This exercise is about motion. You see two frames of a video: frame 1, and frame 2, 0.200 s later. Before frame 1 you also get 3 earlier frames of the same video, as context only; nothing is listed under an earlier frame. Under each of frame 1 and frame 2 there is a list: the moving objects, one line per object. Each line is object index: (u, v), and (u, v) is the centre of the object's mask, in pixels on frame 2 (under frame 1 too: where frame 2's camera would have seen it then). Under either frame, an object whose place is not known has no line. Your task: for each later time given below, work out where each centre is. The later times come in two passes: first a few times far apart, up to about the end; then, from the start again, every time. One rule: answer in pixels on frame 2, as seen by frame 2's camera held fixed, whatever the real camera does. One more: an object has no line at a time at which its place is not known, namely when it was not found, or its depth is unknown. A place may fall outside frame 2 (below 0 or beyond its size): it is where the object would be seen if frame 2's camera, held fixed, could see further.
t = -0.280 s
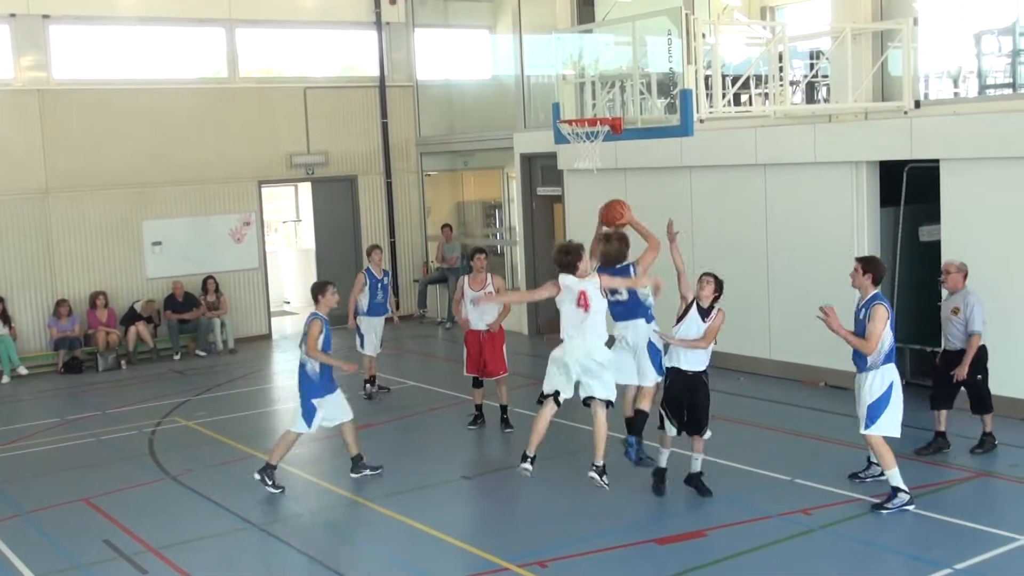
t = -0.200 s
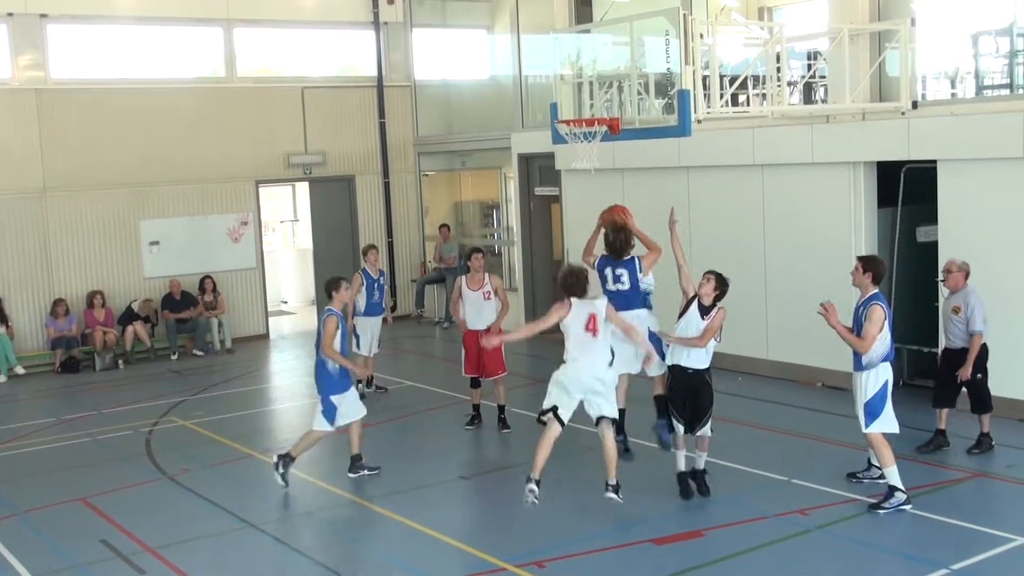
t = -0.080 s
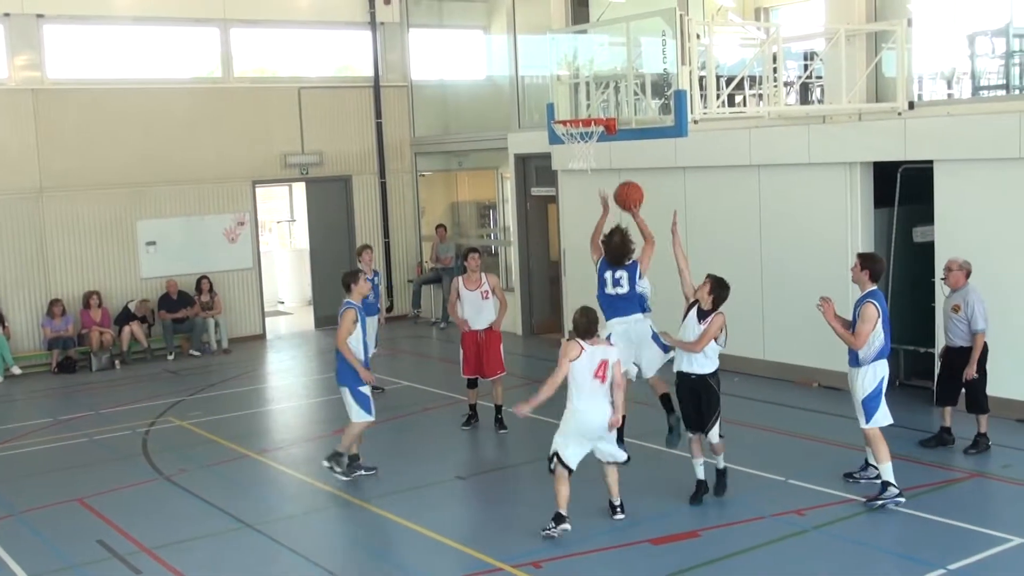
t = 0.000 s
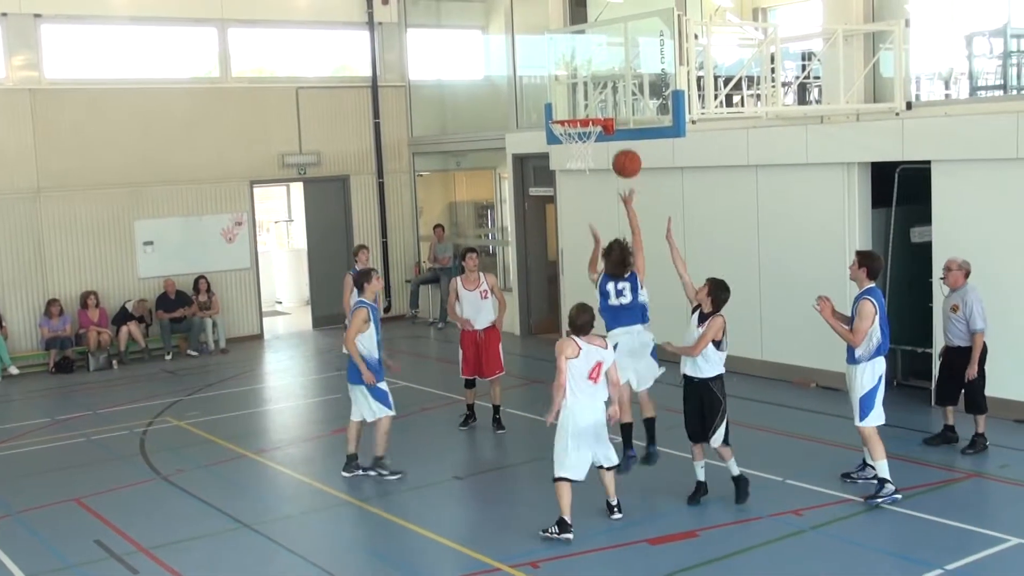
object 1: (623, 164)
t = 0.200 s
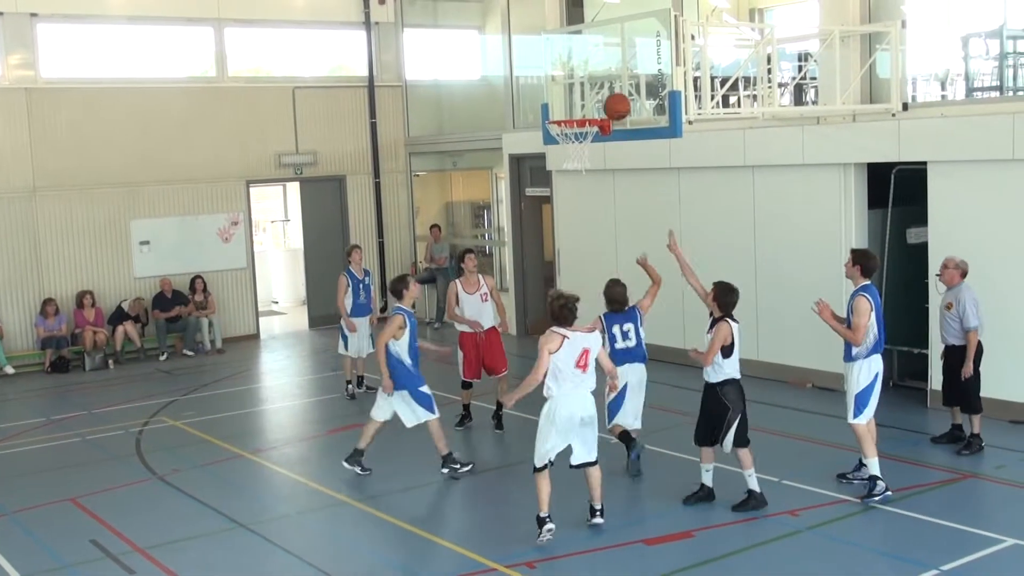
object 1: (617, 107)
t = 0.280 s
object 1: (615, 97)
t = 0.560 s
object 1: (574, 113)
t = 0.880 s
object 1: (566, 152)
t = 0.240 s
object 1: (616, 101)
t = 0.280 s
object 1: (615, 97)
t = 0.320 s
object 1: (614, 95)
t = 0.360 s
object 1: (612, 95)
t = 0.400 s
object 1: (604, 95)
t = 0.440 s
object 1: (597, 98)
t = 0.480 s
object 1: (589, 103)
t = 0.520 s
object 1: (582, 108)
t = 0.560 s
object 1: (574, 113)
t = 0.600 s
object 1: (565, 123)
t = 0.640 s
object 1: (559, 134)
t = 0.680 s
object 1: (555, 136)
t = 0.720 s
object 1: (556, 139)
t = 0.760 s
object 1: (559, 141)
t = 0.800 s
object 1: (561, 143)
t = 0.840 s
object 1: (563, 147)
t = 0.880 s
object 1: (566, 152)
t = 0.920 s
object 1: (569, 158)
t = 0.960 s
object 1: (573, 168)
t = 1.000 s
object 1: (576, 176)
